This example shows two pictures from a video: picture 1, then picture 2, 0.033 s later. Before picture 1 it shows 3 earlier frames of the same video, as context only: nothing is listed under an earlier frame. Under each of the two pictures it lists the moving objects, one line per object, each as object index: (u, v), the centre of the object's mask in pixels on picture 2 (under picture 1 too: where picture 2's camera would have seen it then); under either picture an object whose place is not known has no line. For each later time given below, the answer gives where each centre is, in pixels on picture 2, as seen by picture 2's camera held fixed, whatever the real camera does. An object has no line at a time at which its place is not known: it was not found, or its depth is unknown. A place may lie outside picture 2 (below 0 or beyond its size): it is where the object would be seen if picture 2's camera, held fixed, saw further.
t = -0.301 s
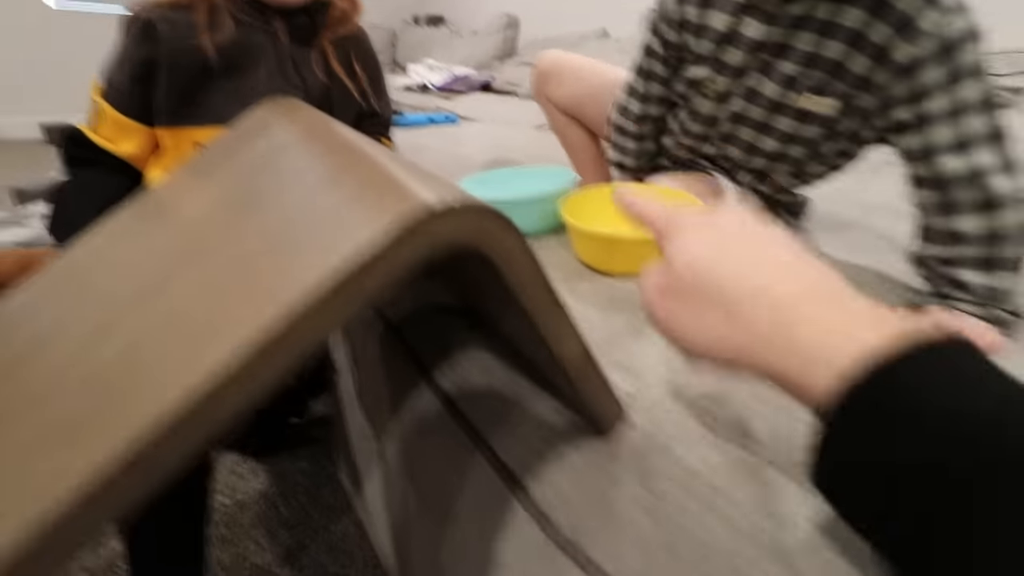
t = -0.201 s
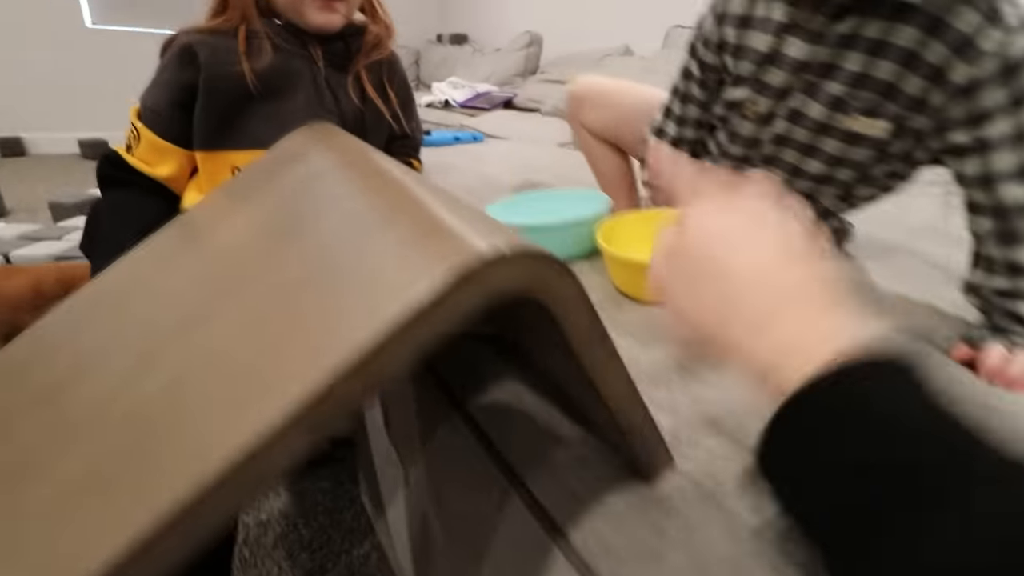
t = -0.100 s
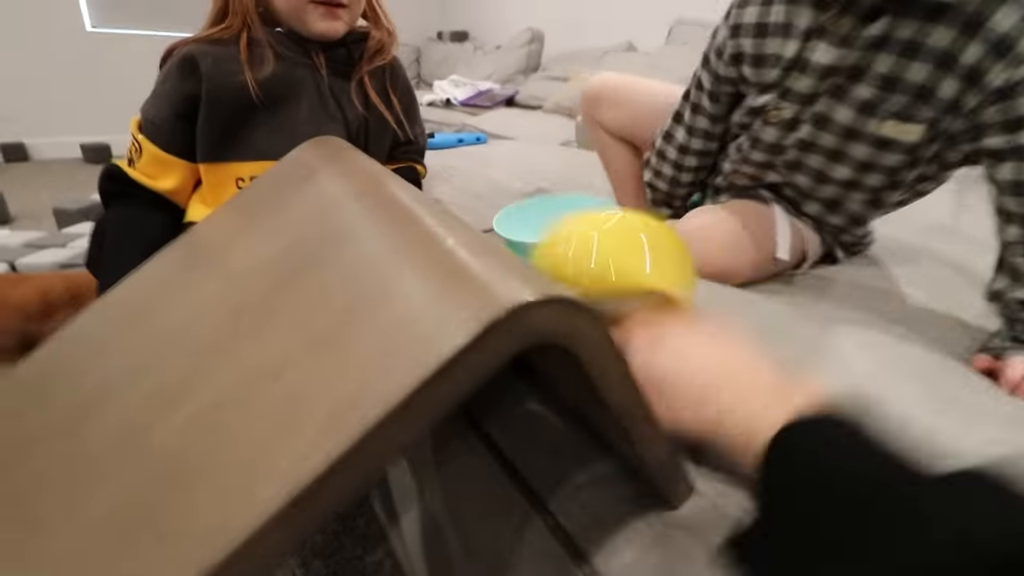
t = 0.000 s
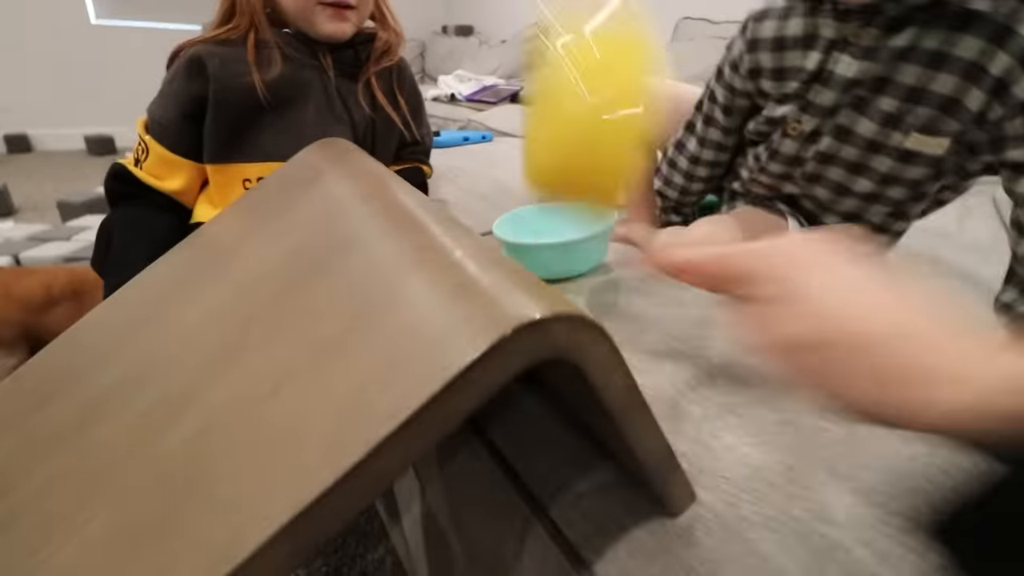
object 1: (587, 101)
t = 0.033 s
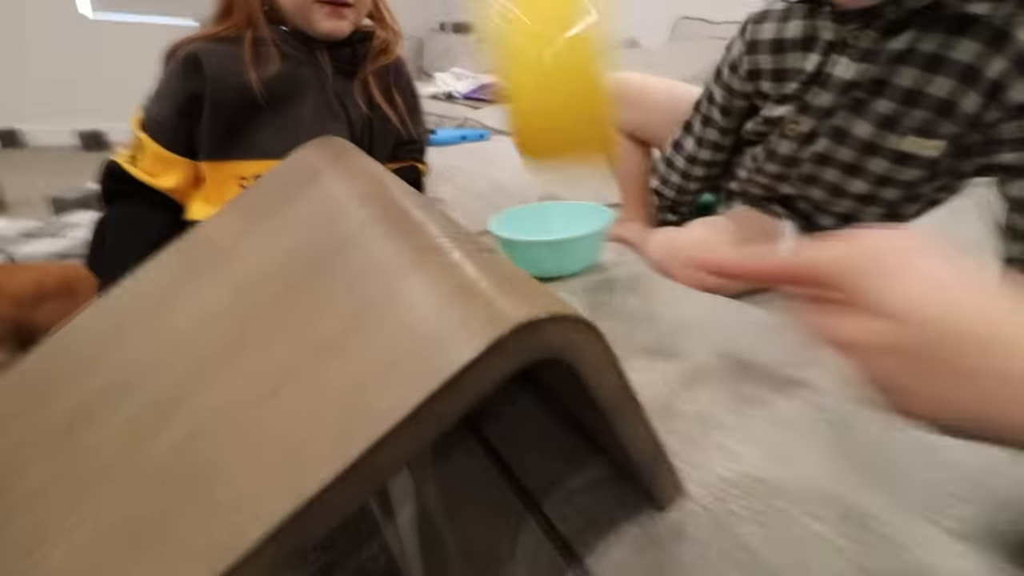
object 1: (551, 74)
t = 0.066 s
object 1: (514, 61)
